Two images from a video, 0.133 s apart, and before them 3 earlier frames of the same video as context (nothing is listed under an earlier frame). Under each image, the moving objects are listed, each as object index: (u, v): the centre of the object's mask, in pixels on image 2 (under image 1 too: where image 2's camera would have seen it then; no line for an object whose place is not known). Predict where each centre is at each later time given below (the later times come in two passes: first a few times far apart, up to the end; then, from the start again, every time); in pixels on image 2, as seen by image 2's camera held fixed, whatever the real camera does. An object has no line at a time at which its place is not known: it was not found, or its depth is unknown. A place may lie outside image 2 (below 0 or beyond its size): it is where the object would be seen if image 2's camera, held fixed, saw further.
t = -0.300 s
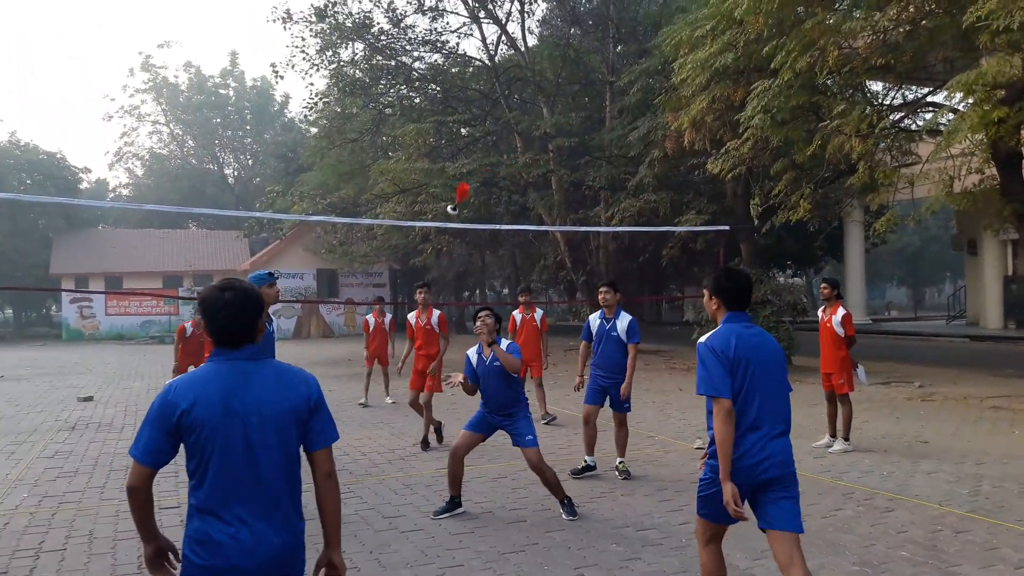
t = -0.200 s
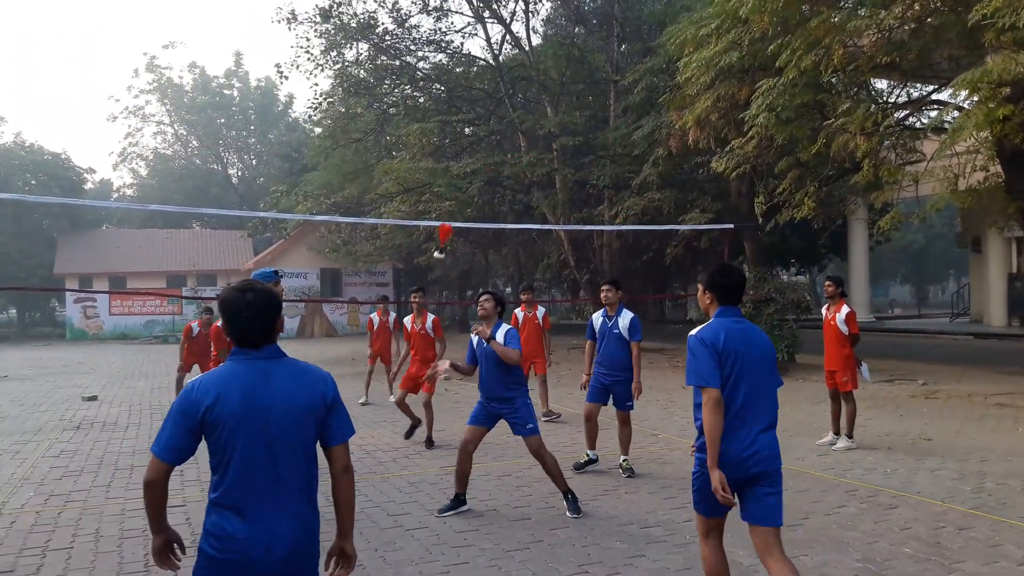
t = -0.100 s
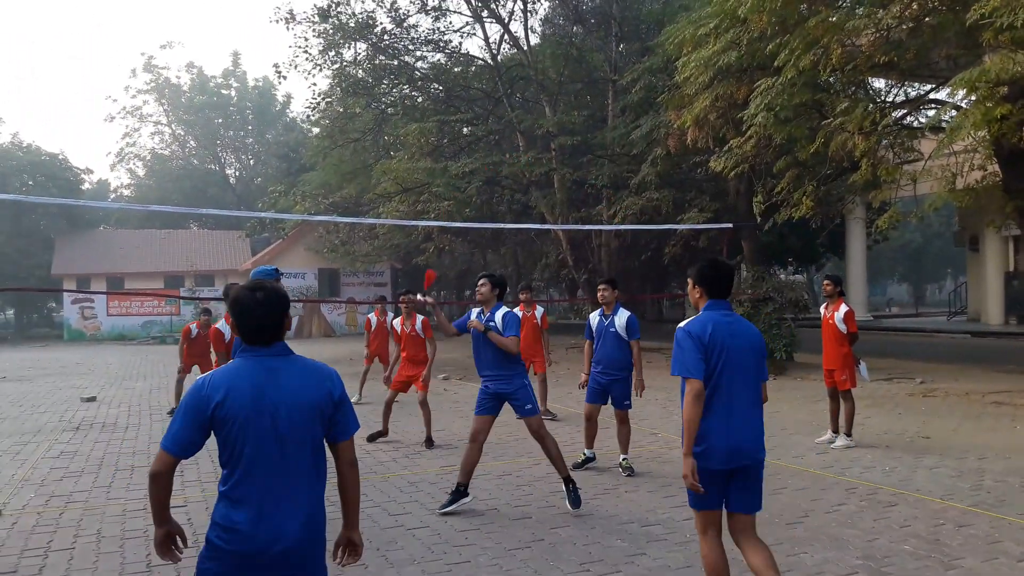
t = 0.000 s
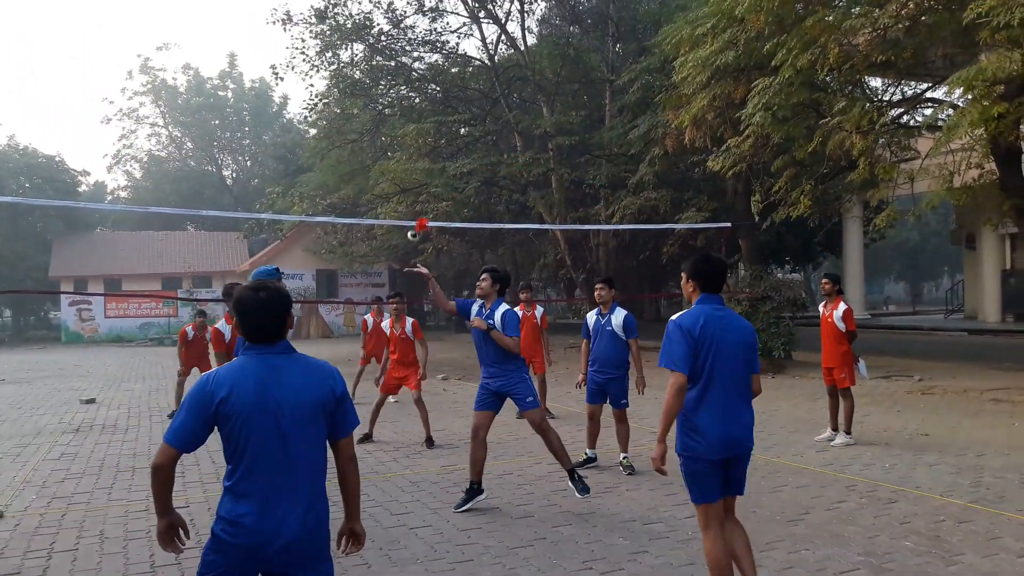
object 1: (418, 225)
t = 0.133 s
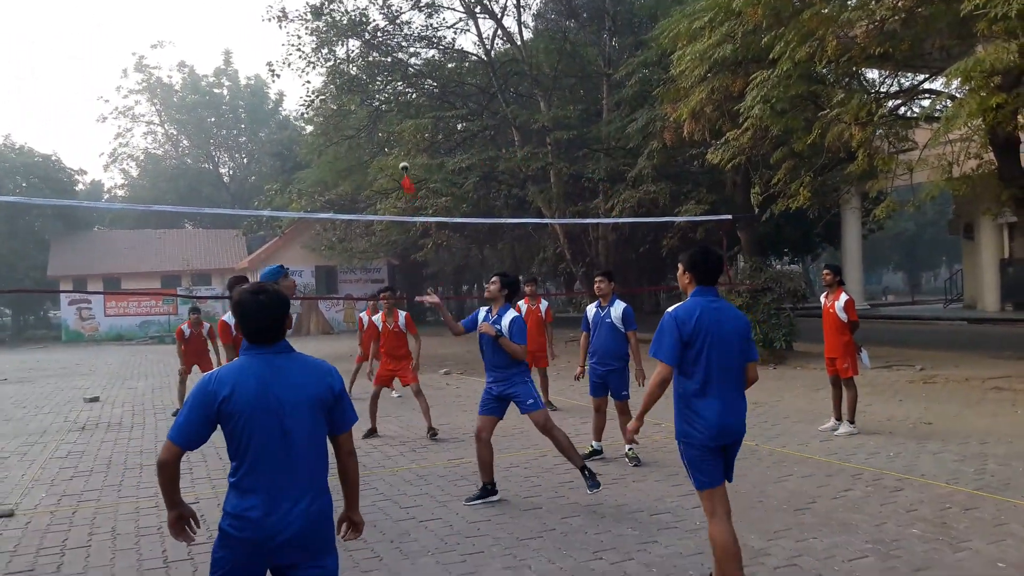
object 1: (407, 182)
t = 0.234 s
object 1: (398, 151)
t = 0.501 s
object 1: (383, 129)
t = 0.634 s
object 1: (377, 147)
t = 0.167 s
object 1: (403, 171)
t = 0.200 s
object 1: (401, 160)
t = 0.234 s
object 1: (398, 151)
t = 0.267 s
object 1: (395, 144)
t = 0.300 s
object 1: (393, 139)
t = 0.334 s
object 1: (392, 135)
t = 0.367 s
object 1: (391, 133)
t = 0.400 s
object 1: (389, 129)
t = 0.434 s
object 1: (387, 128)
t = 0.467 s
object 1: (385, 129)
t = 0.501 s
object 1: (383, 129)
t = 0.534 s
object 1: (382, 131)
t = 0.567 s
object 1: (380, 135)
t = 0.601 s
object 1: (379, 143)
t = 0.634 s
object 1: (377, 147)
